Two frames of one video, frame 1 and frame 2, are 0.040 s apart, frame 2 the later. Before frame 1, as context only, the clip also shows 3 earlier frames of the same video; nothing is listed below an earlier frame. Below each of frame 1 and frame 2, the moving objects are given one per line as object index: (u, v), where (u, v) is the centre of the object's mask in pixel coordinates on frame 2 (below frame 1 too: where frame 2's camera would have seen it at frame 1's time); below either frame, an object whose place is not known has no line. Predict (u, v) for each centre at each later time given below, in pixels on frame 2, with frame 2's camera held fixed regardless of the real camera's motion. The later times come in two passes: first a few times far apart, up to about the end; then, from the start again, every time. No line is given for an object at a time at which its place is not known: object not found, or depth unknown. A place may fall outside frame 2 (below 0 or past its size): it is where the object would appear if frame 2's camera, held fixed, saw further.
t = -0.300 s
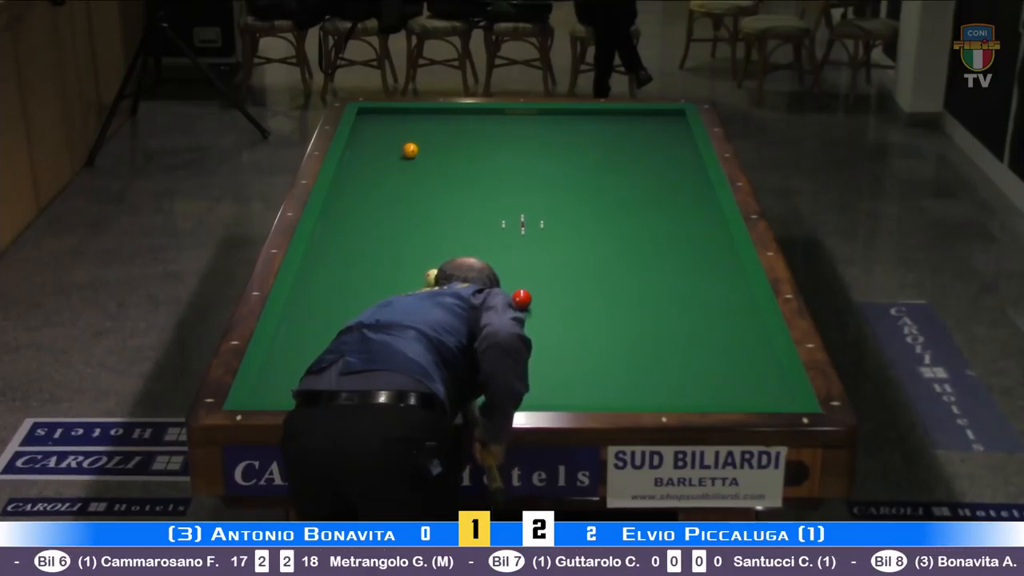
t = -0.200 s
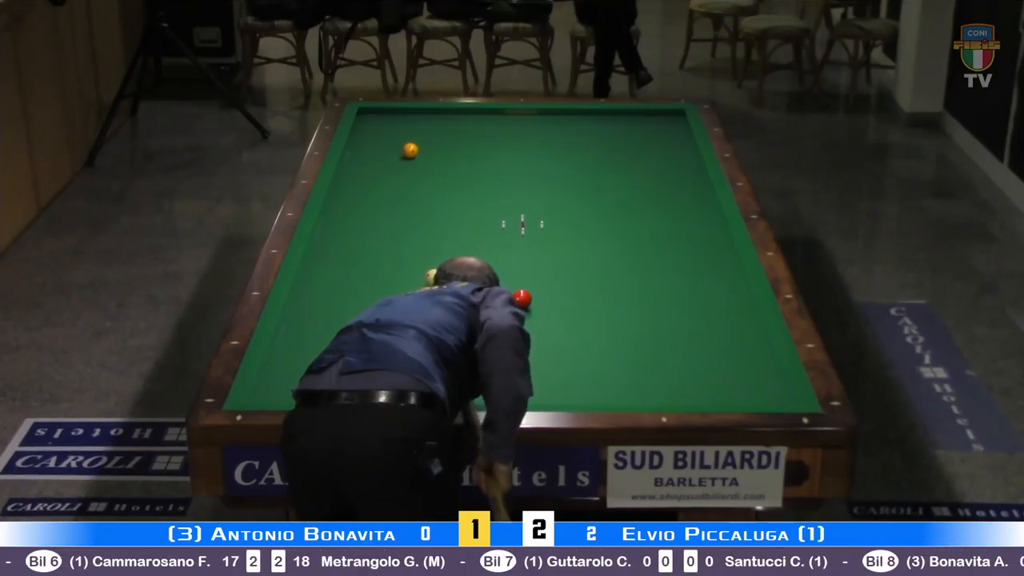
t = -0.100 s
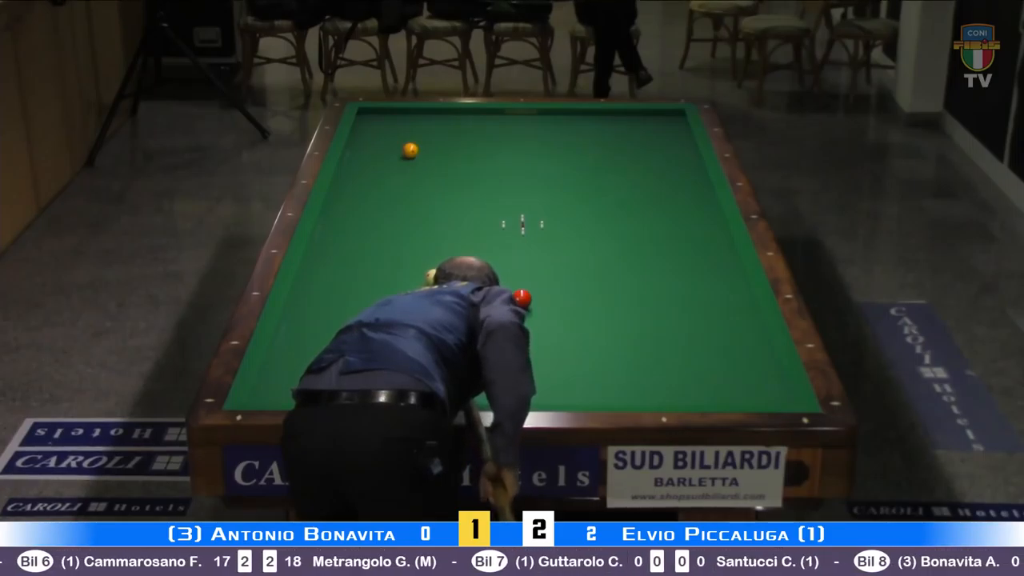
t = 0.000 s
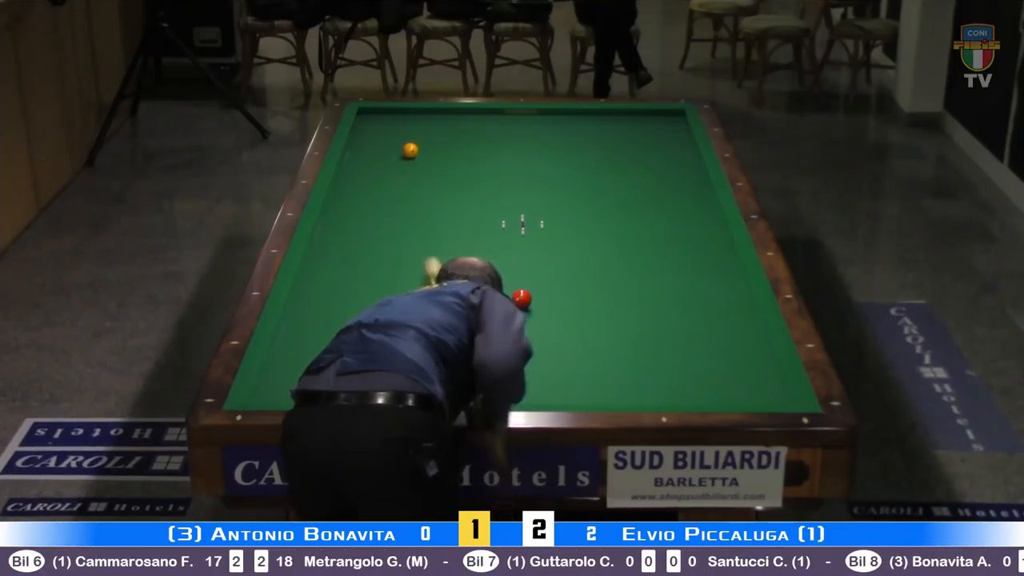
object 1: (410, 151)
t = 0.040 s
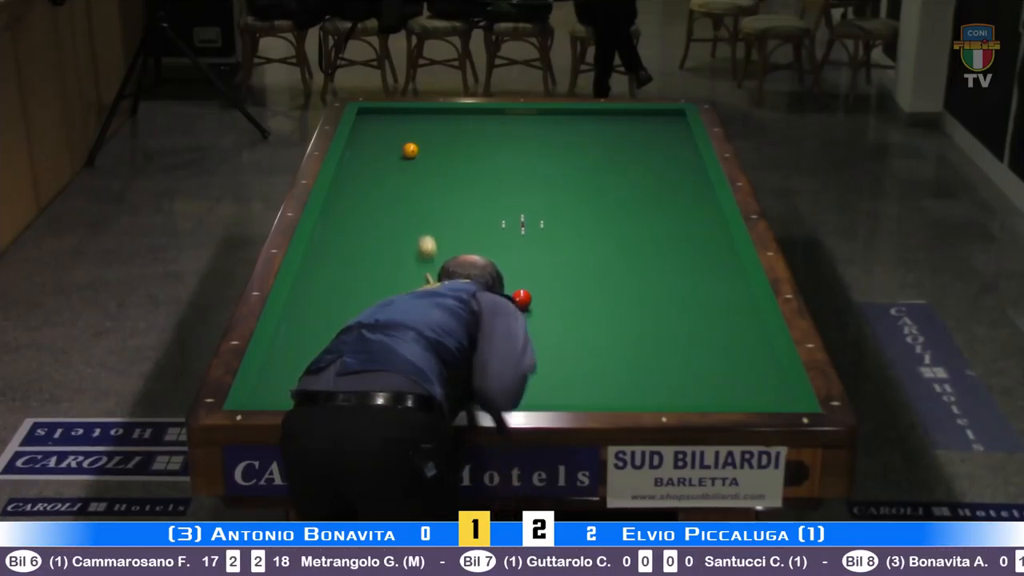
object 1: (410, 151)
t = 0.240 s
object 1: (411, 148)
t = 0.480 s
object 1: (470, 123)
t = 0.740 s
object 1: (502, 175)
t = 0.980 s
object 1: (532, 226)
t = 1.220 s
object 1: (567, 283)
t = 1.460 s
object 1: (610, 353)
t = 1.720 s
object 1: (636, 372)
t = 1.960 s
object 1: (629, 323)
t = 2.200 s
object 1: (625, 288)
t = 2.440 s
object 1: (622, 258)
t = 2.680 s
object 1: (620, 232)
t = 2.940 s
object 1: (618, 205)
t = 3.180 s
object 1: (616, 183)
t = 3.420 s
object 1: (614, 163)
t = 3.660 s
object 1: (612, 145)
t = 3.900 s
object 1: (610, 129)
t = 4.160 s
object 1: (608, 112)
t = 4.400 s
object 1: (610, 119)
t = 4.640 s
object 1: (612, 128)
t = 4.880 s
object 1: (614, 137)
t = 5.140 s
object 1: (616, 146)
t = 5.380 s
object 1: (618, 155)
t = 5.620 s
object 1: (619, 164)
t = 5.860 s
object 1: (621, 173)
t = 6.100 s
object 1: (622, 182)
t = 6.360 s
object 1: (624, 192)
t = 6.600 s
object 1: (625, 201)
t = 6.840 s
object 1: (627, 211)
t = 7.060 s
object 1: (628, 219)
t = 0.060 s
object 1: (410, 151)
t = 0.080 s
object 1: (410, 151)
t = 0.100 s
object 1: (410, 151)
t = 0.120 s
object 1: (410, 151)
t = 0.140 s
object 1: (410, 151)
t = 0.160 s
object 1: (410, 151)
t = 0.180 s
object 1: (410, 150)
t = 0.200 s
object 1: (410, 150)
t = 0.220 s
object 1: (410, 149)
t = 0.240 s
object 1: (411, 148)
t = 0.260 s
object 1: (415, 146)
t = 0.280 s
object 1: (422, 141)
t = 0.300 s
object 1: (429, 135)
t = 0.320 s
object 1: (436, 130)
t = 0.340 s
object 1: (442, 125)
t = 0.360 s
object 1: (449, 119)
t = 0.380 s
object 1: (455, 114)
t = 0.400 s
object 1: (461, 110)
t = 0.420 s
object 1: (463, 112)
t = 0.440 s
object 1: (466, 116)
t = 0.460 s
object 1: (468, 119)
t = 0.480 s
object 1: (470, 123)
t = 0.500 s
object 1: (472, 127)
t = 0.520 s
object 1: (475, 131)
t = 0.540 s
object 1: (477, 135)
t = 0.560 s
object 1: (480, 139)
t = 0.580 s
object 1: (482, 143)
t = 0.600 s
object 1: (485, 147)
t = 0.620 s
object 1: (487, 151)
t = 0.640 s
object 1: (489, 155)
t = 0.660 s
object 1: (492, 159)
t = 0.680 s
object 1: (494, 163)
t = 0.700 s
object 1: (497, 167)
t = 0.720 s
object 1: (499, 171)
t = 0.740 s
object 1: (502, 175)
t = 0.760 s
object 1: (504, 179)
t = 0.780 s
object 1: (507, 184)
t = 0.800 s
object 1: (509, 188)
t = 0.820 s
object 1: (512, 192)
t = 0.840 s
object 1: (514, 196)
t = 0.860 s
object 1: (517, 200)
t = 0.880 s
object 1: (519, 204)
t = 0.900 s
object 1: (522, 208)
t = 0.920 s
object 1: (525, 212)
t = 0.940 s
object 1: (527, 217)
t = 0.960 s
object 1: (529, 222)
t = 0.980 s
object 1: (532, 226)
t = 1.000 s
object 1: (535, 230)
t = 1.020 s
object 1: (537, 235)
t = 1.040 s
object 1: (540, 239)
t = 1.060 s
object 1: (543, 244)
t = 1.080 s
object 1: (546, 248)
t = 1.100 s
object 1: (549, 253)
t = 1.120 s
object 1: (552, 258)
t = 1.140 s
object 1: (555, 263)
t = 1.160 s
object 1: (558, 268)
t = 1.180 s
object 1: (561, 272)
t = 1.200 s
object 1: (564, 278)
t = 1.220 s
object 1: (567, 283)
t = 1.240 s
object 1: (570, 288)
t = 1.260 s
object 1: (574, 293)
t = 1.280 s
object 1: (577, 299)
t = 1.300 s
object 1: (580, 305)
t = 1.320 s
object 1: (584, 310)
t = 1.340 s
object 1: (587, 316)
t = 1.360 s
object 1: (591, 322)
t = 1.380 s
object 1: (595, 327)
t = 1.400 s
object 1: (598, 334)
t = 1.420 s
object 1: (602, 340)
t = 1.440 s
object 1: (606, 346)
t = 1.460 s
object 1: (610, 353)
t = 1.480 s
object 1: (614, 359)
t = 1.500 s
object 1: (618, 365)
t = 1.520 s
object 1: (622, 372)
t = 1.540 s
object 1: (626, 379)
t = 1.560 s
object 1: (631, 386)
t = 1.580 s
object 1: (635, 392)
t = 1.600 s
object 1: (639, 397)
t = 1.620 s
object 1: (641, 397)
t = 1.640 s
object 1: (640, 393)
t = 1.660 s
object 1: (639, 389)
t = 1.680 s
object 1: (638, 383)
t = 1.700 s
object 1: (637, 378)
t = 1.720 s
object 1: (636, 372)
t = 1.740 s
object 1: (635, 367)
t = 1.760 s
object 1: (634, 362)
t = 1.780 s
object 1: (634, 357)
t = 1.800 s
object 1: (633, 353)
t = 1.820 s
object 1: (632, 349)
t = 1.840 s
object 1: (631, 344)
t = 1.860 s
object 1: (631, 340)
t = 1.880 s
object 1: (630, 336)
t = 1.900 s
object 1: (630, 333)
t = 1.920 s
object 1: (629, 329)
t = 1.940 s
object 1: (629, 326)
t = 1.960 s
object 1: (629, 323)
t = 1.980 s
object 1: (628, 320)
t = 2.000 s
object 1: (628, 317)
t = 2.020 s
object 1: (627, 314)
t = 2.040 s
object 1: (627, 311)
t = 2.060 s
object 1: (627, 308)
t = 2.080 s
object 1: (627, 305)
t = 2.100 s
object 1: (627, 302)
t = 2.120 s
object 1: (626, 299)
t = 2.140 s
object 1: (626, 297)
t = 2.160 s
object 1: (626, 294)
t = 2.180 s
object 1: (626, 291)
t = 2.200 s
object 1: (625, 288)
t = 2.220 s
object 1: (625, 286)
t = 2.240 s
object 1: (625, 283)
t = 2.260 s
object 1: (625, 281)
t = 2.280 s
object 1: (624, 278)
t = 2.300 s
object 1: (624, 276)
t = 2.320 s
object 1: (624, 273)
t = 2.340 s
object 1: (624, 271)
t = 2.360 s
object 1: (623, 268)
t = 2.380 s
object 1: (623, 266)
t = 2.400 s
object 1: (623, 263)
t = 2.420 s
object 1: (623, 261)
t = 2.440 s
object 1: (622, 258)
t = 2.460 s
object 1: (622, 256)
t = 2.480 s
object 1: (622, 254)
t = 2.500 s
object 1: (622, 252)
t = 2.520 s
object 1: (621, 249)
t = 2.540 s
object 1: (621, 247)
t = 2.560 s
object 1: (621, 245)
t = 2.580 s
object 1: (621, 242)
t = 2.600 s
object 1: (621, 240)
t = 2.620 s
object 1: (620, 238)
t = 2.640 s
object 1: (620, 236)
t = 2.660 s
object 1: (620, 234)
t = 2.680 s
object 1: (620, 232)
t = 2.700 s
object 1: (620, 229)
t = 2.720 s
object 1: (619, 227)
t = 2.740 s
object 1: (620, 225)
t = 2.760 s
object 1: (619, 223)
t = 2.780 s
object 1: (619, 221)
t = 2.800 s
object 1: (619, 219)
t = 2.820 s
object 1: (619, 217)
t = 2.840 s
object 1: (619, 215)
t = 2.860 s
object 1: (618, 213)
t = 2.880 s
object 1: (618, 211)
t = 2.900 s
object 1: (618, 209)
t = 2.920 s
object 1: (618, 207)
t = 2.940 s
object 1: (618, 205)
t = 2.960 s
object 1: (617, 203)
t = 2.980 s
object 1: (617, 201)
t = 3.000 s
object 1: (617, 200)
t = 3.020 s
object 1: (617, 198)
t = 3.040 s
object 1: (617, 196)
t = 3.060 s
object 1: (616, 194)
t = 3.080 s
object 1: (616, 192)
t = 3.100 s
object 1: (616, 191)
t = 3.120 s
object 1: (616, 189)
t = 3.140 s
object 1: (616, 187)
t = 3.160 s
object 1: (616, 185)
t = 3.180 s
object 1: (616, 183)
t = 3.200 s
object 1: (615, 182)
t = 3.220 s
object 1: (615, 180)
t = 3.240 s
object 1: (615, 178)
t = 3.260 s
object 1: (615, 176)
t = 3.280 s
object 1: (615, 175)
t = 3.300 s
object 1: (614, 173)
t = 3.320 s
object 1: (614, 172)
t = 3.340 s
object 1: (614, 170)
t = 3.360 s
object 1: (614, 168)
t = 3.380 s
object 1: (614, 167)
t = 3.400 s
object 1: (614, 165)
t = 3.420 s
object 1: (614, 163)
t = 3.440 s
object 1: (613, 162)
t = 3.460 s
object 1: (613, 160)
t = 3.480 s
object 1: (613, 159)
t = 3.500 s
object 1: (613, 157)
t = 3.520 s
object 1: (613, 156)
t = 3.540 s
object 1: (613, 154)
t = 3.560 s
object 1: (613, 153)
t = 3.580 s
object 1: (612, 151)
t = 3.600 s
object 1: (612, 150)
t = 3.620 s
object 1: (612, 148)
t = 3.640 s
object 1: (612, 147)
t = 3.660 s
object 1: (612, 145)
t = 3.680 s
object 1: (612, 144)
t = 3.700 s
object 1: (612, 143)
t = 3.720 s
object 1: (611, 141)
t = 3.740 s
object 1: (611, 140)
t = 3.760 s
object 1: (611, 138)
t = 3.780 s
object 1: (611, 137)
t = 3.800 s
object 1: (611, 136)
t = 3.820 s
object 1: (611, 134)
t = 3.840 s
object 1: (610, 133)
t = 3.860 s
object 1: (611, 131)
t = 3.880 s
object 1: (610, 130)
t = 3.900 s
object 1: (610, 129)
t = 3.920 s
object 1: (610, 128)
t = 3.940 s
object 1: (610, 126)
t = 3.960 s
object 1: (610, 125)
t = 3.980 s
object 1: (610, 124)
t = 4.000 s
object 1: (610, 122)
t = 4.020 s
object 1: (609, 121)
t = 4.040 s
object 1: (609, 120)
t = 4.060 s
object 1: (609, 118)
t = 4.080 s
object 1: (609, 117)
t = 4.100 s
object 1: (609, 116)
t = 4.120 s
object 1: (609, 115)
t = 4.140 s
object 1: (608, 114)
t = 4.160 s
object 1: (608, 112)
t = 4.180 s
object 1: (608, 111)
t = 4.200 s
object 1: (608, 112)
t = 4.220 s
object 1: (608, 113)
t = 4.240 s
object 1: (609, 113)
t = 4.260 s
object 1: (609, 114)
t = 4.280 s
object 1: (609, 115)
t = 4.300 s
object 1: (609, 116)
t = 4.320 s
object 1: (610, 117)
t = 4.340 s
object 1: (610, 117)
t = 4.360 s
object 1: (610, 118)
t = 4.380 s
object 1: (610, 119)
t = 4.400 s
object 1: (610, 119)
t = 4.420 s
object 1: (610, 120)
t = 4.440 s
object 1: (611, 121)
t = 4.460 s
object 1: (611, 122)
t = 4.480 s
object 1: (611, 122)
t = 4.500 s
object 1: (611, 123)
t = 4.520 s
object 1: (611, 124)
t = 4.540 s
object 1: (611, 125)
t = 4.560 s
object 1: (612, 125)
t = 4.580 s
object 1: (612, 126)
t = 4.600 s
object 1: (612, 127)
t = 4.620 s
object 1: (612, 127)
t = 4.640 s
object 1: (612, 128)
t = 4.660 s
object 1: (612, 129)
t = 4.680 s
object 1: (612, 129)
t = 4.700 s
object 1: (613, 130)
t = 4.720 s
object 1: (613, 131)
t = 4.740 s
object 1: (613, 132)
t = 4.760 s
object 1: (613, 132)
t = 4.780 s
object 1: (613, 133)
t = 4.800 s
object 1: (613, 134)
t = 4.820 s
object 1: (614, 134)
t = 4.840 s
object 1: (614, 135)
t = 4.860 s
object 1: (614, 136)
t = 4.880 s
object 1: (614, 137)
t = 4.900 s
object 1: (614, 137)
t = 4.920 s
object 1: (614, 138)
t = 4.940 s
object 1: (615, 139)
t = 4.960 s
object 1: (615, 139)
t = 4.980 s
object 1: (615, 140)
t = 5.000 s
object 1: (615, 141)
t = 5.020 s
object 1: (615, 142)
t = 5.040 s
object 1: (615, 142)
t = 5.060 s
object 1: (615, 143)
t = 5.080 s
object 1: (616, 144)
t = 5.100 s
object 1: (616, 144)
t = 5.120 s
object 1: (616, 145)
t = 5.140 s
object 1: (616, 146)
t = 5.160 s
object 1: (616, 147)
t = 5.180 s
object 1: (616, 147)
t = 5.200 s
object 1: (616, 148)
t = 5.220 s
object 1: (616, 149)
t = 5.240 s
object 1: (617, 150)
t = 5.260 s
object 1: (617, 150)
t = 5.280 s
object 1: (617, 151)
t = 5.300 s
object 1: (617, 152)
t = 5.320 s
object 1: (617, 152)
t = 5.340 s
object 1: (617, 153)
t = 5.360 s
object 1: (617, 154)
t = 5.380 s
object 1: (618, 155)
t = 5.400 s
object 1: (618, 155)
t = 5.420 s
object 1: (618, 156)
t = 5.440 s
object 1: (618, 157)
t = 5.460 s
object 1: (619, 158)
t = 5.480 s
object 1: (619, 158)
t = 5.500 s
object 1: (618, 159)
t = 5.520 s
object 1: (619, 160)
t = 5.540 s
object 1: (619, 161)
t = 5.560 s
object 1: (619, 162)
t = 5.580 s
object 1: (619, 162)
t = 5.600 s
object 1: (619, 163)
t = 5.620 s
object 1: (619, 164)
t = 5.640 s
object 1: (620, 164)
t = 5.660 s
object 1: (620, 165)
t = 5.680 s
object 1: (620, 166)
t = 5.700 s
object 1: (620, 167)
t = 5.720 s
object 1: (620, 167)
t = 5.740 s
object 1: (620, 168)
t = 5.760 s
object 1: (620, 169)
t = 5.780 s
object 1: (620, 170)
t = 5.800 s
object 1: (620, 170)
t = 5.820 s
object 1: (620, 171)
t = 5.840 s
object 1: (620, 172)
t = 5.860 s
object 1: (621, 173)
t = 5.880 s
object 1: (621, 173)
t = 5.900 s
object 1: (621, 174)
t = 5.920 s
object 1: (621, 175)
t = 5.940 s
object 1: (621, 176)
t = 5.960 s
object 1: (621, 176)
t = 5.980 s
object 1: (622, 177)
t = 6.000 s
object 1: (622, 178)
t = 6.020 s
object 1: (622, 179)
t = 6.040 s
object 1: (622, 179)
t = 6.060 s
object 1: (622, 180)
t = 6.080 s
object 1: (622, 181)
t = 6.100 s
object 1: (622, 182)
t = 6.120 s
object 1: (623, 182)
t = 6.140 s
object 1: (623, 183)
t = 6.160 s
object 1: (623, 184)
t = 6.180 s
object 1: (623, 185)
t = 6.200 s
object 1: (623, 186)
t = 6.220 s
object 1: (623, 186)
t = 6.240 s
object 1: (623, 187)
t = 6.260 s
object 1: (623, 188)
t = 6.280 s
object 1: (624, 189)
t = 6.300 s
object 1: (624, 190)
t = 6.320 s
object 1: (624, 190)
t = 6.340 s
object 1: (624, 191)
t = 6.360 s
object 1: (624, 192)
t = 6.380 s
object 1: (624, 192)
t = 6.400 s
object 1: (624, 193)
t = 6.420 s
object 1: (624, 194)
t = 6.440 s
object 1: (624, 195)
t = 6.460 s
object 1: (624, 196)
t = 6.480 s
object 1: (625, 196)
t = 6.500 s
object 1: (625, 197)
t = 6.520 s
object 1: (625, 198)
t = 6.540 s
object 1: (625, 199)
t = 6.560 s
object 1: (625, 199)
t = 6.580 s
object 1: (625, 200)
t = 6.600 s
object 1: (625, 201)
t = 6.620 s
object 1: (625, 202)
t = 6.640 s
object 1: (625, 202)
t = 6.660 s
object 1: (625, 203)
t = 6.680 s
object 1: (626, 204)
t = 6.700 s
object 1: (626, 205)
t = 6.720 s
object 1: (626, 206)
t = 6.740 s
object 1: (626, 206)
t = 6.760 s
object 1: (626, 207)
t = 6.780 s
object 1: (626, 208)
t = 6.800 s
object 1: (626, 209)
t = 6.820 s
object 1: (626, 210)
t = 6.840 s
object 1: (627, 211)
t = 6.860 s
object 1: (627, 211)
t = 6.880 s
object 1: (627, 212)
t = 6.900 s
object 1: (627, 213)
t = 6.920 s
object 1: (627, 214)
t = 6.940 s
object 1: (627, 214)
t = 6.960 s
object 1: (628, 215)
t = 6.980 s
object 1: (628, 216)
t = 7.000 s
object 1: (628, 217)
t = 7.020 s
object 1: (628, 217)
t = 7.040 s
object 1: (628, 218)
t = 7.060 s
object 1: (628, 219)
